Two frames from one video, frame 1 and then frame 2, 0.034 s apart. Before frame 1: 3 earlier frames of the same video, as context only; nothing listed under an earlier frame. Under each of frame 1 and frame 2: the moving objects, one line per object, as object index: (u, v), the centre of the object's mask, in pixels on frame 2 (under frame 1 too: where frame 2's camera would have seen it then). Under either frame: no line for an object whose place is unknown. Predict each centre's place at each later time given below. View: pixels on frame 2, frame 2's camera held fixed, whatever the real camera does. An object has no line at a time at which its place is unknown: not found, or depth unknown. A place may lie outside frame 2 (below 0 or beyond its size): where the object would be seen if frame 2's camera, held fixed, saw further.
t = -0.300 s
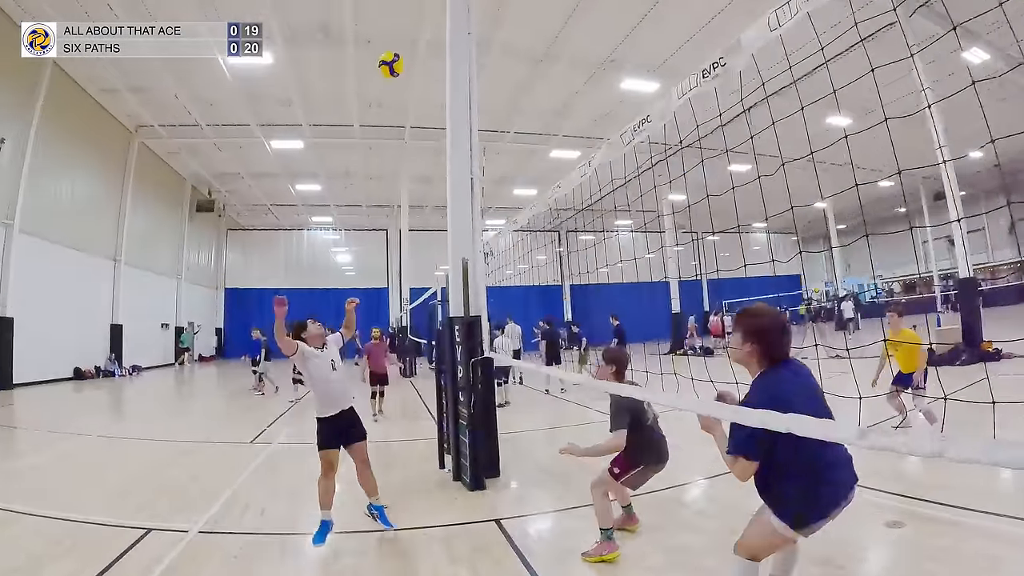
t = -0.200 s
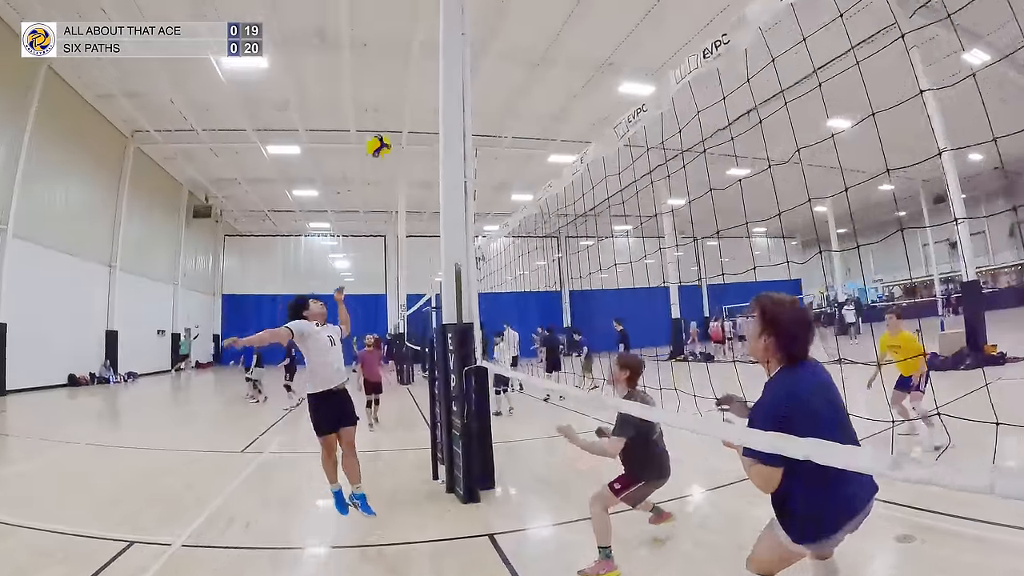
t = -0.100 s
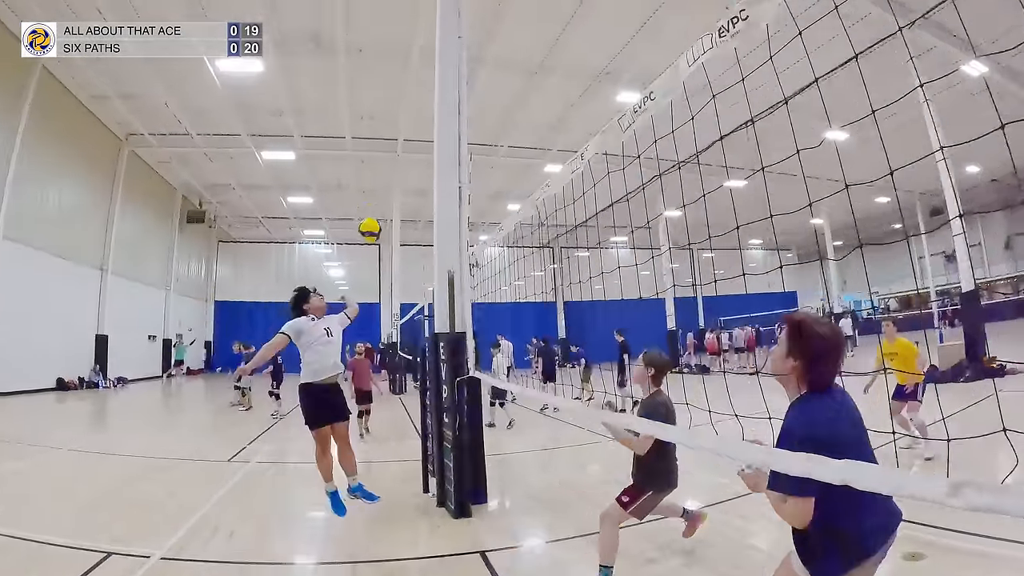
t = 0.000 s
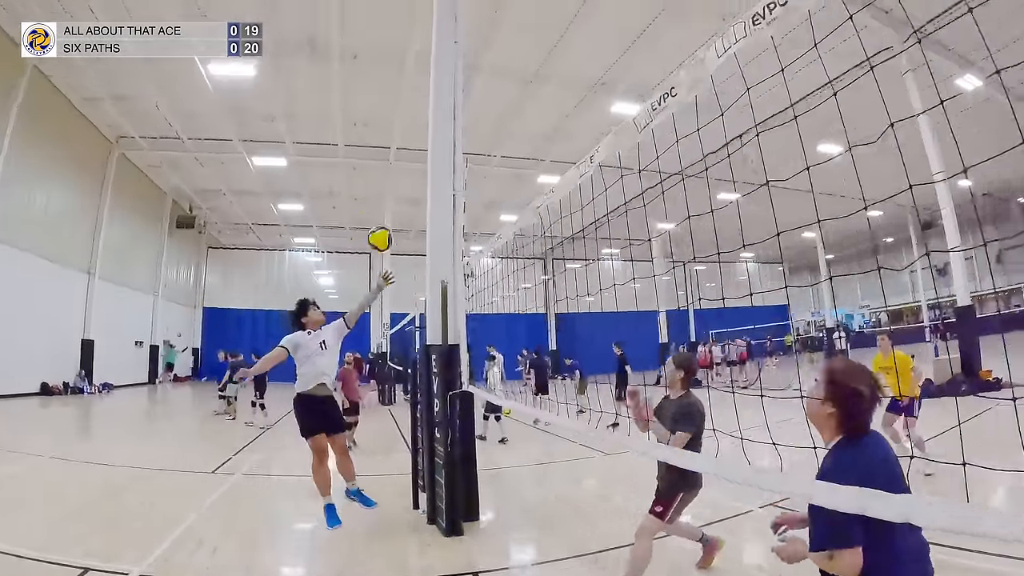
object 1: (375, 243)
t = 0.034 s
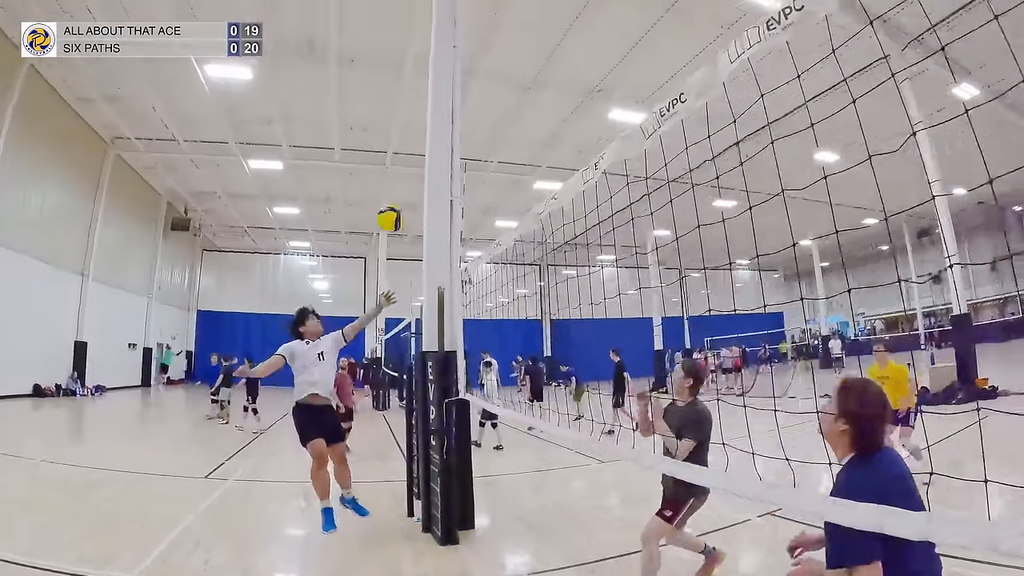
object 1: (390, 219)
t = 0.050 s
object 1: (399, 205)
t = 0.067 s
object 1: (407, 192)
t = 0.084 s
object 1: (417, 177)
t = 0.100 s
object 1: (428, 163)
